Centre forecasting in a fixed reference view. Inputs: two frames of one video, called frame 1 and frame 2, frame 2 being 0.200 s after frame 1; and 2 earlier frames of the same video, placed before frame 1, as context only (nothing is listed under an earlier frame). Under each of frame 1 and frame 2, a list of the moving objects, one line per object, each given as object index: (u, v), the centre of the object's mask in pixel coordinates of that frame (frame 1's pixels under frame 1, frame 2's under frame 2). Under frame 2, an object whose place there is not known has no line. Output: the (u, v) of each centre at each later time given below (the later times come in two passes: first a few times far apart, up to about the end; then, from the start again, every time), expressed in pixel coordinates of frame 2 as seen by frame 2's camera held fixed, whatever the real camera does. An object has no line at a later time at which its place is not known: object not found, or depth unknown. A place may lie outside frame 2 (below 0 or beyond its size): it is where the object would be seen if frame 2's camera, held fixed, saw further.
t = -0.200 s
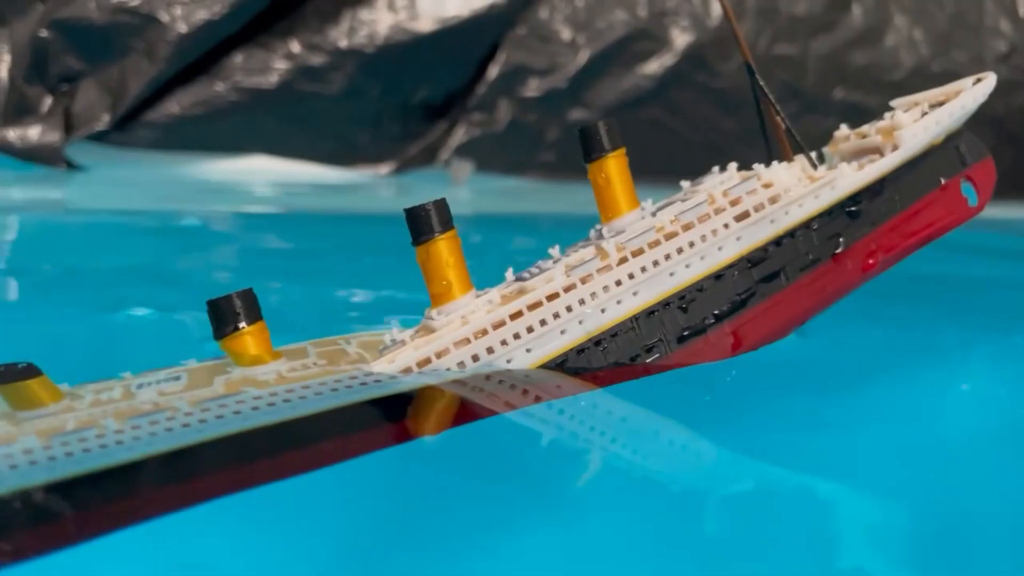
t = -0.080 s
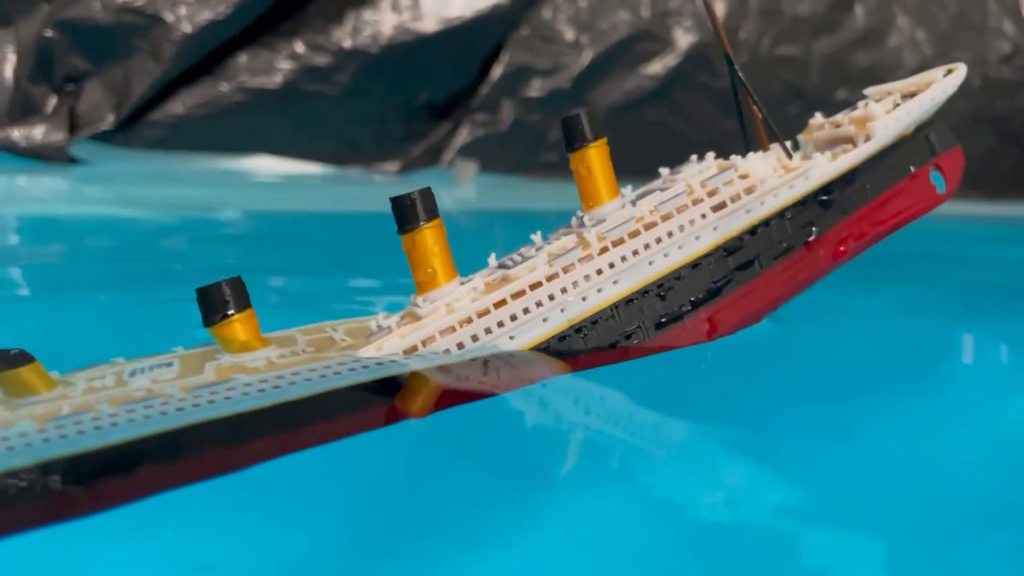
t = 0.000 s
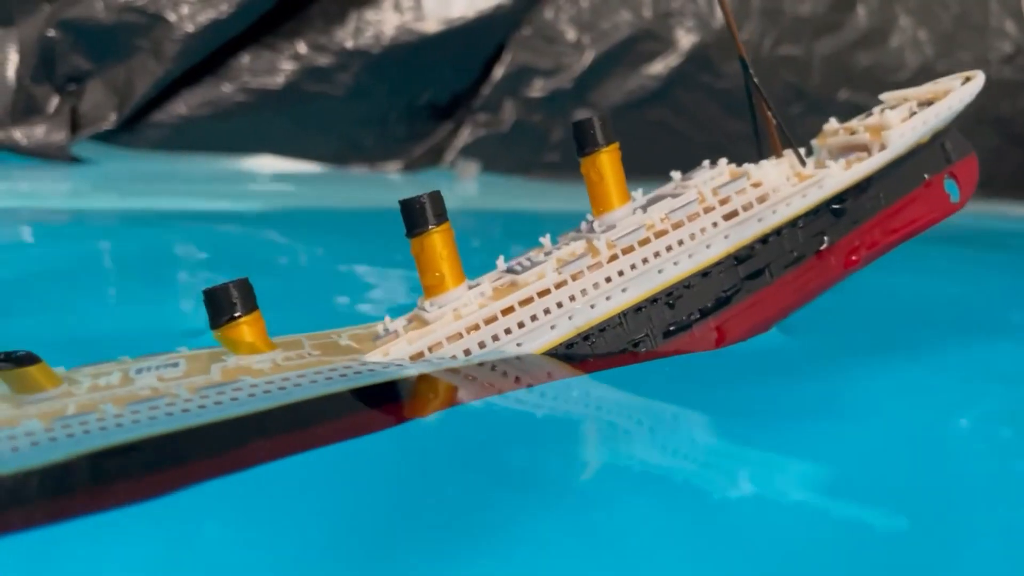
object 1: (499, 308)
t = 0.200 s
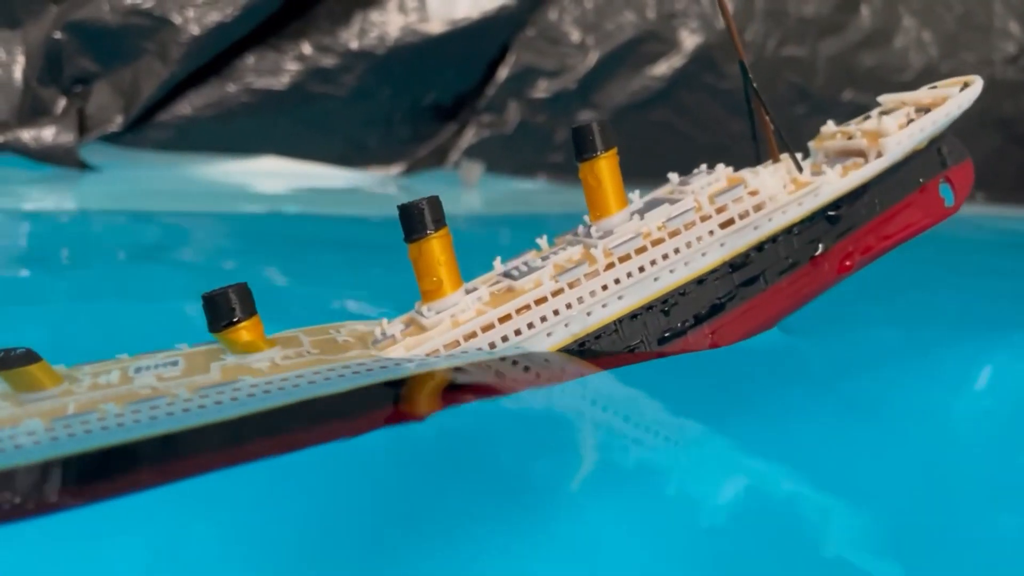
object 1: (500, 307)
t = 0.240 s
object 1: (496, 313)
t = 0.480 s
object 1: (516, 316)
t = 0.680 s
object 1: (490, 321)
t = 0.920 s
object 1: (484, 329)
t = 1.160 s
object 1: (472, 350)
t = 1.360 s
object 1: (468, 355)
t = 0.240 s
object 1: (496, 313)
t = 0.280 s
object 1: (507, 311)
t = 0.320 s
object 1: (509, 309)
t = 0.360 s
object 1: (502, 317)
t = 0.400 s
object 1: (501, 322)
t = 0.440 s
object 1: (509, 319)
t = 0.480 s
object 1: (516, 316)
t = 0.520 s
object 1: (507, 322)
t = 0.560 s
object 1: (508, 322)
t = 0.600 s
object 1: (508, 325)
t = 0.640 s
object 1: (502, 325)
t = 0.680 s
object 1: (490, 321)
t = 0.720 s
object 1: (480, 314)
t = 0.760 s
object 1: (480, 313)
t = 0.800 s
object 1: (486, 319)
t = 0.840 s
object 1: (485, 325)
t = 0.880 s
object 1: (481, 331)
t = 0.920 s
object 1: (484, 329)
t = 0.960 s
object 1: (487, 326)
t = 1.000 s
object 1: (481, 328)
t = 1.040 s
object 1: (477, 328)
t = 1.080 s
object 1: (472, 336)
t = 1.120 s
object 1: (474, 343)
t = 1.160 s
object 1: (472, 350)
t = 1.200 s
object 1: (470, 353)
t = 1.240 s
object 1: (471, 351)
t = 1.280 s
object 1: (468, 353)
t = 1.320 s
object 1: (468, 355)
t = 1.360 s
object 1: (468, 355)
